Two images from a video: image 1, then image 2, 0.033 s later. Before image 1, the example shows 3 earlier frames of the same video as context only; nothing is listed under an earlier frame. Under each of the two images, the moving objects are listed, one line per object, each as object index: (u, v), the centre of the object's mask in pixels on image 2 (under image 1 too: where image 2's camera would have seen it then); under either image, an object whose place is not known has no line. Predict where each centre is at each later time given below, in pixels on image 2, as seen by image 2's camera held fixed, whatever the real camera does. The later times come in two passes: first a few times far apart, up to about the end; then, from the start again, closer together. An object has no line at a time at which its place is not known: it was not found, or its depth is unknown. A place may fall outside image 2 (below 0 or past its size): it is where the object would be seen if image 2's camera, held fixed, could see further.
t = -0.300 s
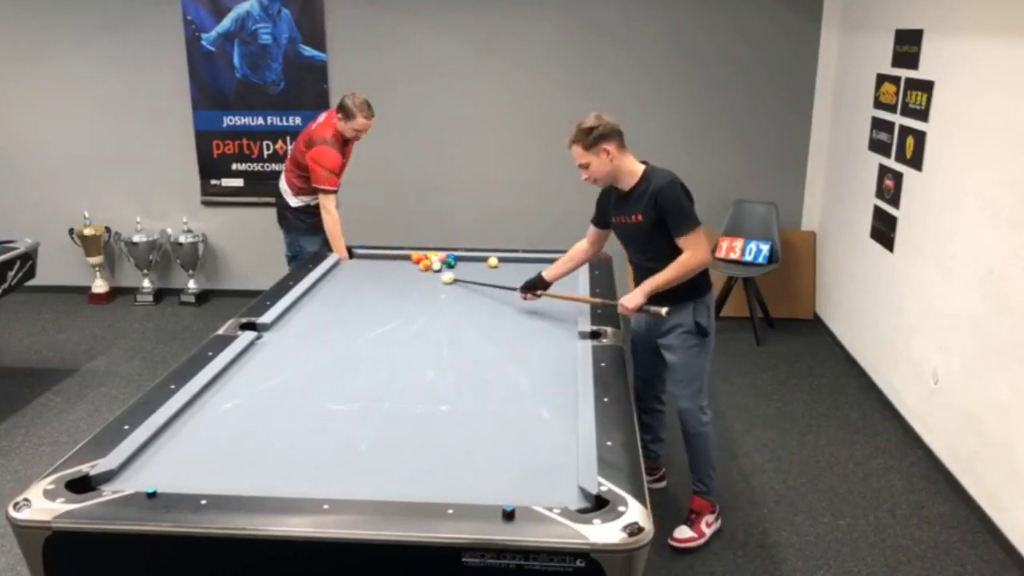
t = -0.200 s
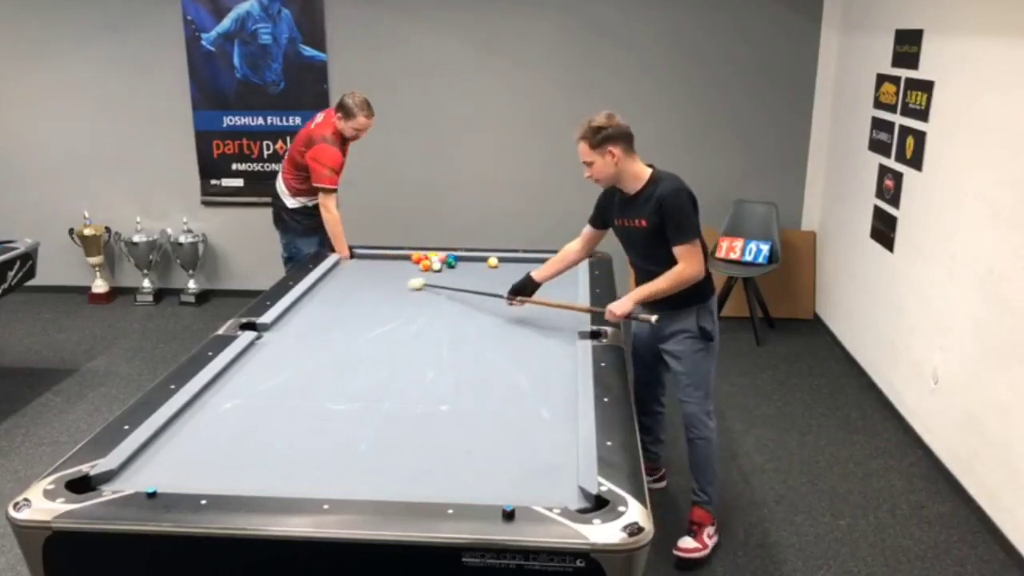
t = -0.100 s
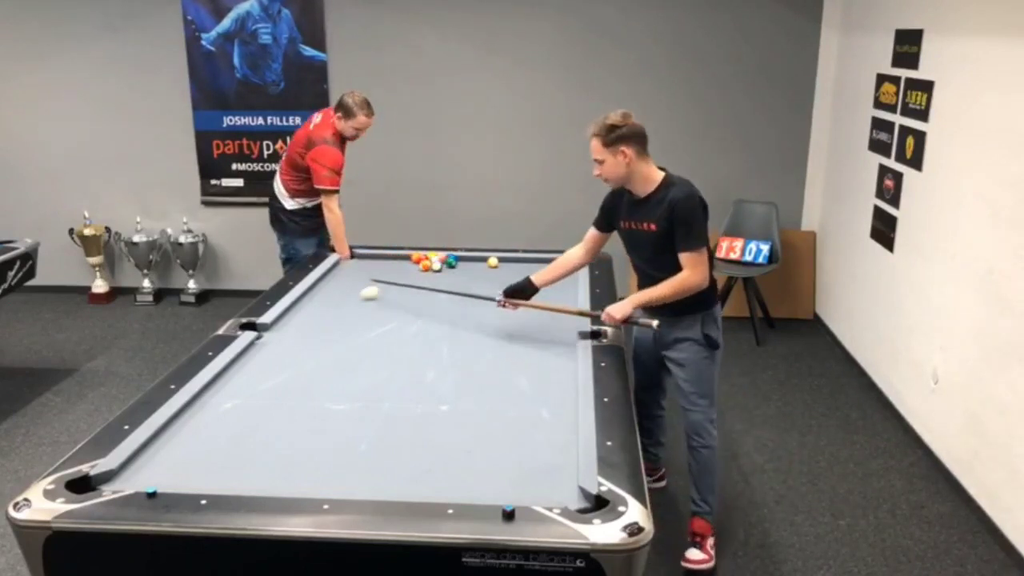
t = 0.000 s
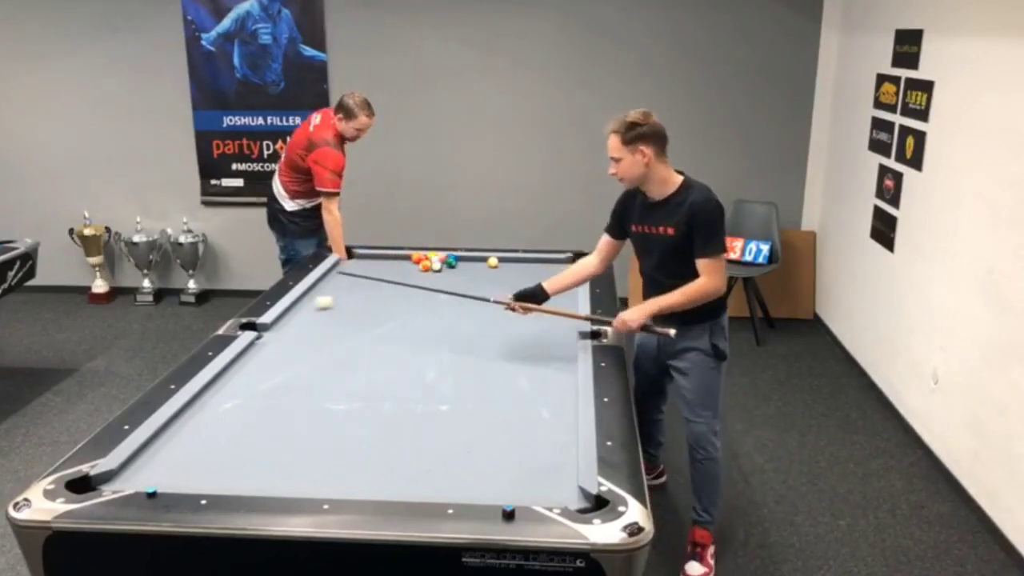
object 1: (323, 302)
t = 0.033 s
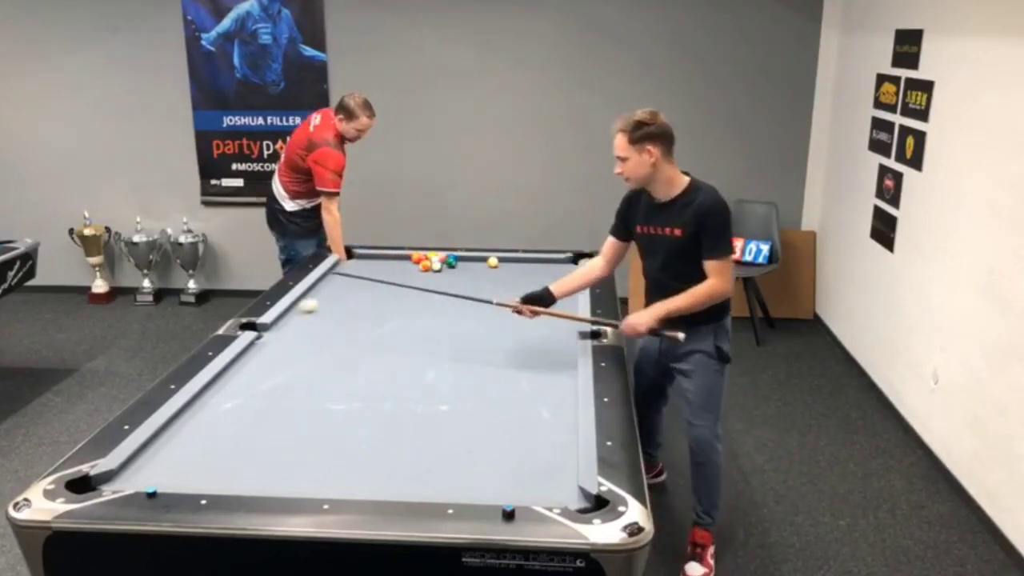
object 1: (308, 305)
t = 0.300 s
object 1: (329, 327)
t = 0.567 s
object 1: (366, 350)
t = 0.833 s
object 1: (408, 376)
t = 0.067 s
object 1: (293, 309)
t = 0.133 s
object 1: (304, 314)
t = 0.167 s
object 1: (310, 317)
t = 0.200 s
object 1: (315, 319)
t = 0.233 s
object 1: (320, 322)
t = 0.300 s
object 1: (329, 327)
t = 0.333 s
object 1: (334, 330)
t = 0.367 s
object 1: (338, 333)
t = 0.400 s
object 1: (342, 335)
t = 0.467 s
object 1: (352, 341)
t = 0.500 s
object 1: (356, 344)
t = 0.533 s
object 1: (361, 347)
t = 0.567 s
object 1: (366, 350)
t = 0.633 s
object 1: (376, 356)
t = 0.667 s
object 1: (381, 359)
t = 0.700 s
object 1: (386, 363)
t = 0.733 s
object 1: (391, 366)
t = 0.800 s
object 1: (402, 372)
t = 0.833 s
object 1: (408, 376)
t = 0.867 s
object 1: (413, 379)
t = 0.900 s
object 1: (419, 383)
